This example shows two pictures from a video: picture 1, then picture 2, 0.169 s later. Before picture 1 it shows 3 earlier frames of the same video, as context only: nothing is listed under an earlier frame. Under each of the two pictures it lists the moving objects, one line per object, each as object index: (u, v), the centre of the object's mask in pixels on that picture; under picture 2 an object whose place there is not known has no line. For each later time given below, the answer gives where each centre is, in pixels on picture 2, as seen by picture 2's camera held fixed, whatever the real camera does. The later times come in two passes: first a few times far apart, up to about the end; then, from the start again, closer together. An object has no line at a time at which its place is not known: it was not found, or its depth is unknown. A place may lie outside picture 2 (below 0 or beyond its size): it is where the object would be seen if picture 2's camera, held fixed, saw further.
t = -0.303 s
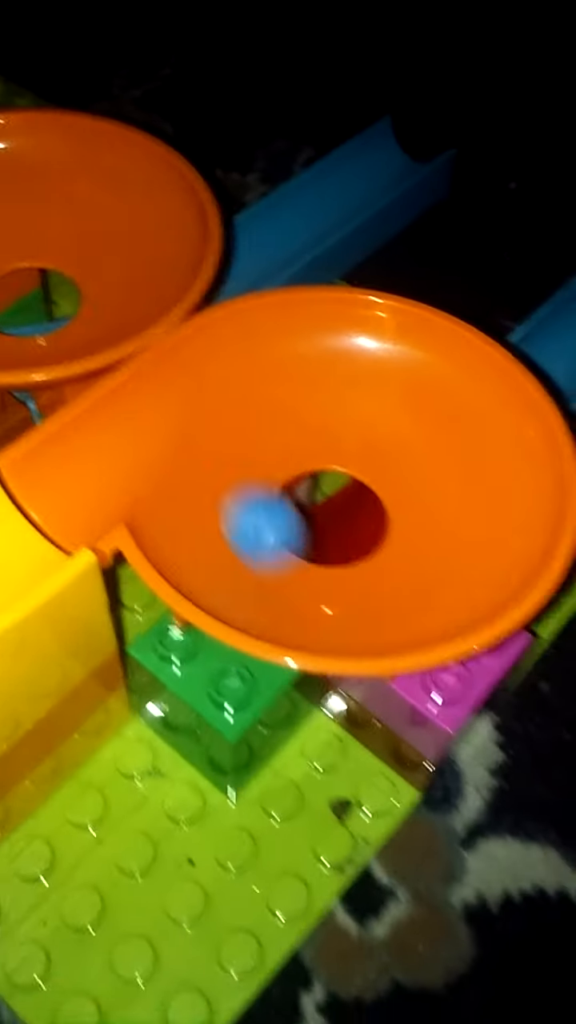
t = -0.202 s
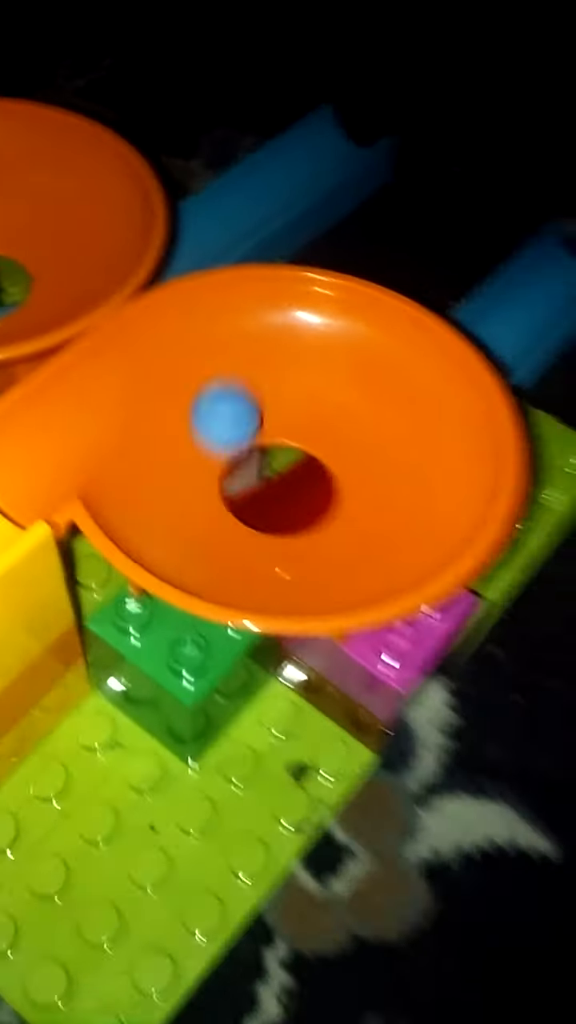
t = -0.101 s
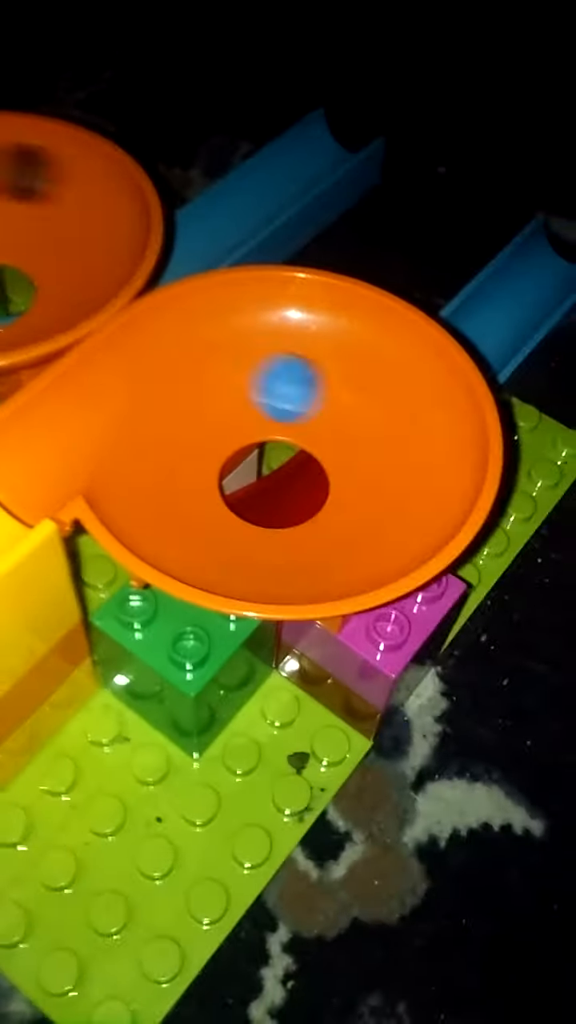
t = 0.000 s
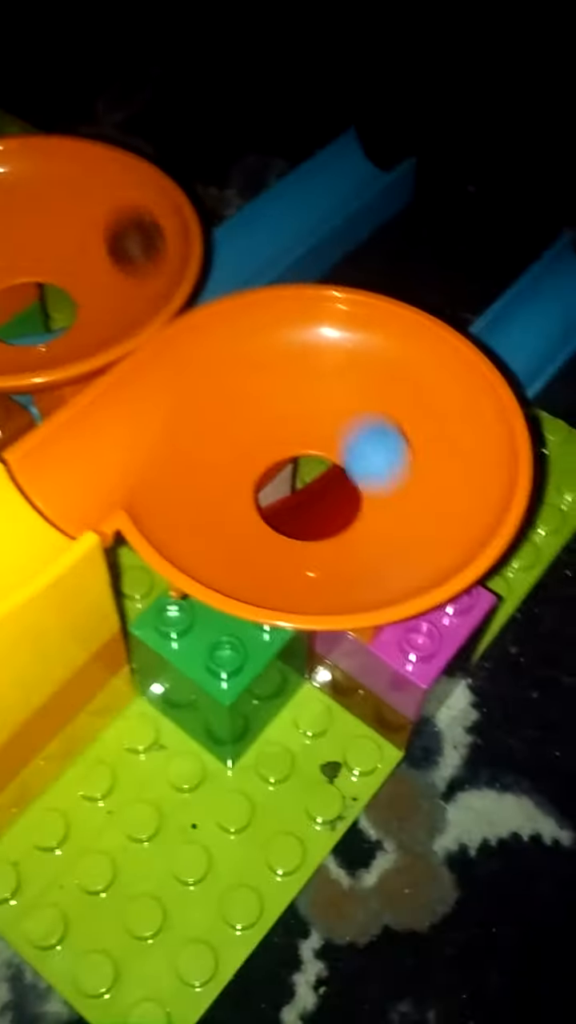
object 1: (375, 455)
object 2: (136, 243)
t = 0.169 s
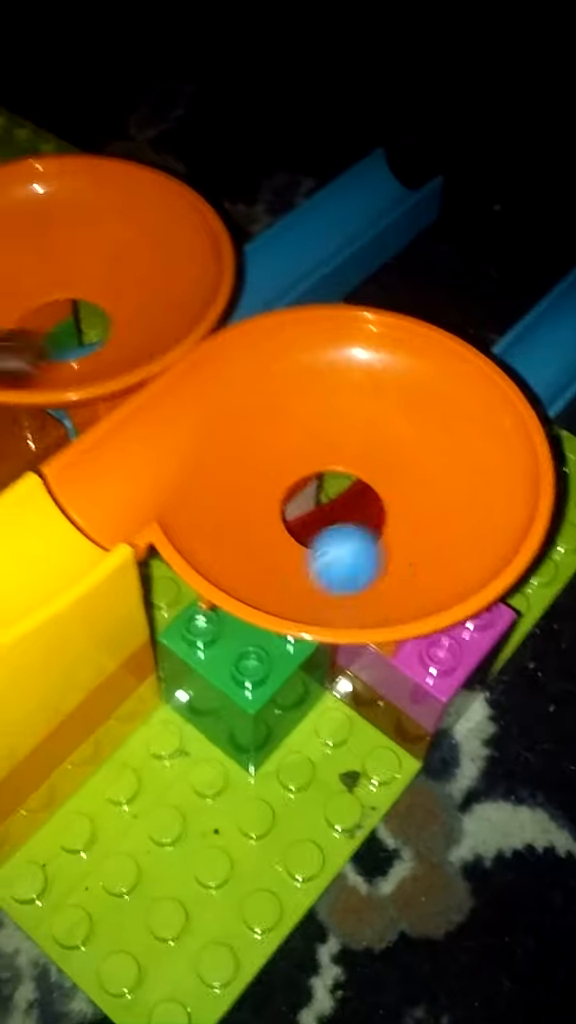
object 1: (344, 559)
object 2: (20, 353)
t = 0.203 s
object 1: (320, 554)
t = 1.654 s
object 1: (414, 504)
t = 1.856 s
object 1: (292, 517)
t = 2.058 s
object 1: (319, 453)
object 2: (126, 253)
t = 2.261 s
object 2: (31, 351)
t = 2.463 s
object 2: (22, 264)
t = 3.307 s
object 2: (23, 348)
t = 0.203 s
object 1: (320, 554)
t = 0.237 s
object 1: (299, 539)
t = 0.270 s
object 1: (284, 520)
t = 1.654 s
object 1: (414, 504)
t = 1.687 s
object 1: (405, 518)
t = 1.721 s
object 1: (387, 529)
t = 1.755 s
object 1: (362, 535)
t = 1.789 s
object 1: (338, 534)
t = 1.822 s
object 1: (313, 529)
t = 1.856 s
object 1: (292, 517)
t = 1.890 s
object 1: (278, 501)
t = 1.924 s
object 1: (273, 486)
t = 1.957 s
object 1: (274, 472)
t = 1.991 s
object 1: (284, 461)
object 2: (77, 241)
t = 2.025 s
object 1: (299, 455)
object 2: (103, 243)
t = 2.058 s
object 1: (319, 453)
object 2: (126, 253)
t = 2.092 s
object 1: (341, 458)
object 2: (140, 269)
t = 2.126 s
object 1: (361, 471)
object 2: (140, 291)
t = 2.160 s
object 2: (126, 316)
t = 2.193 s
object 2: (100, 338)
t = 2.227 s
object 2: (69, 349)
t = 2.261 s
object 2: (31, 351)
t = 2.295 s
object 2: (-3, 343)
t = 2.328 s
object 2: (-21, 330)
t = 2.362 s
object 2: (-28, 312)
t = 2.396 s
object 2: (-22, 293)
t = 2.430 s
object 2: (-3, 277)
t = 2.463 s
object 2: (22, 264)
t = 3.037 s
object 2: (89, 252)
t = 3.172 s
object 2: (127, 308)
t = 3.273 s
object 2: (54, 347)
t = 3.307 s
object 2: (23, 348)
